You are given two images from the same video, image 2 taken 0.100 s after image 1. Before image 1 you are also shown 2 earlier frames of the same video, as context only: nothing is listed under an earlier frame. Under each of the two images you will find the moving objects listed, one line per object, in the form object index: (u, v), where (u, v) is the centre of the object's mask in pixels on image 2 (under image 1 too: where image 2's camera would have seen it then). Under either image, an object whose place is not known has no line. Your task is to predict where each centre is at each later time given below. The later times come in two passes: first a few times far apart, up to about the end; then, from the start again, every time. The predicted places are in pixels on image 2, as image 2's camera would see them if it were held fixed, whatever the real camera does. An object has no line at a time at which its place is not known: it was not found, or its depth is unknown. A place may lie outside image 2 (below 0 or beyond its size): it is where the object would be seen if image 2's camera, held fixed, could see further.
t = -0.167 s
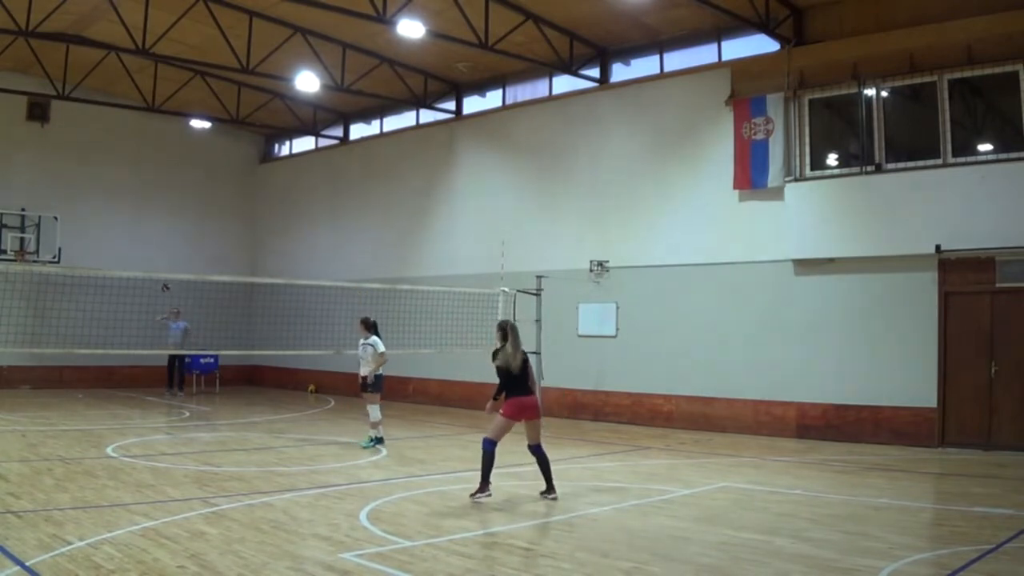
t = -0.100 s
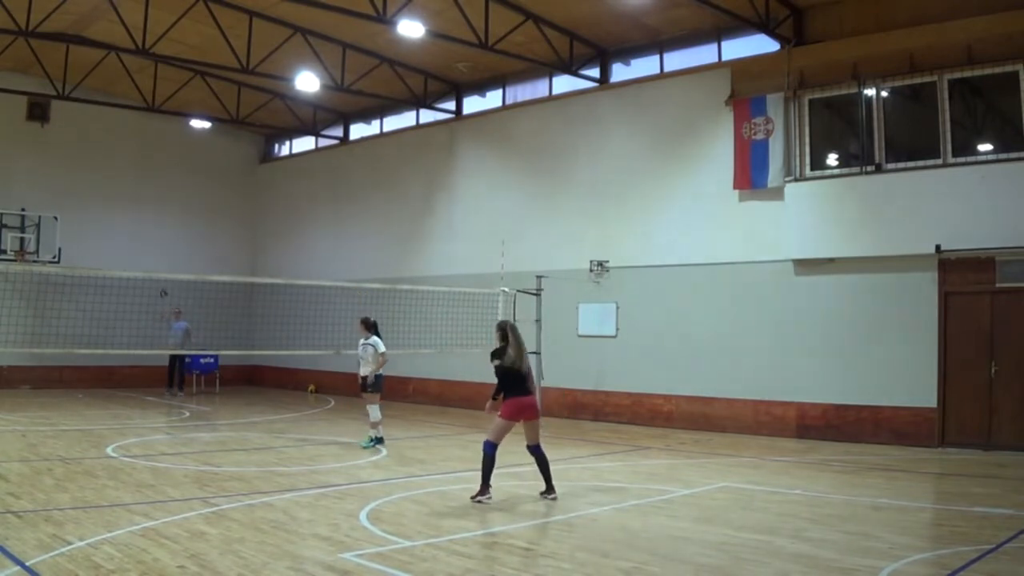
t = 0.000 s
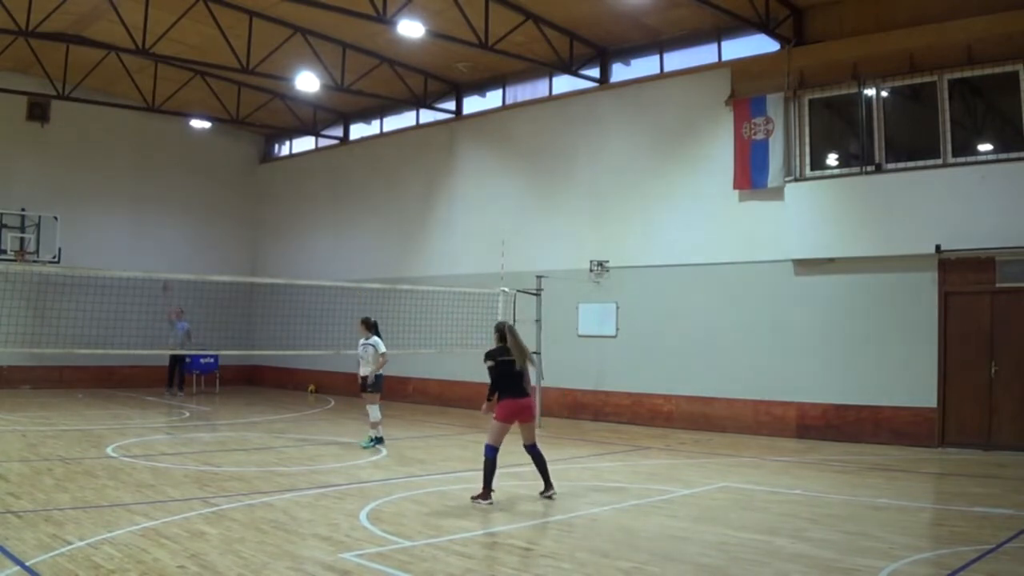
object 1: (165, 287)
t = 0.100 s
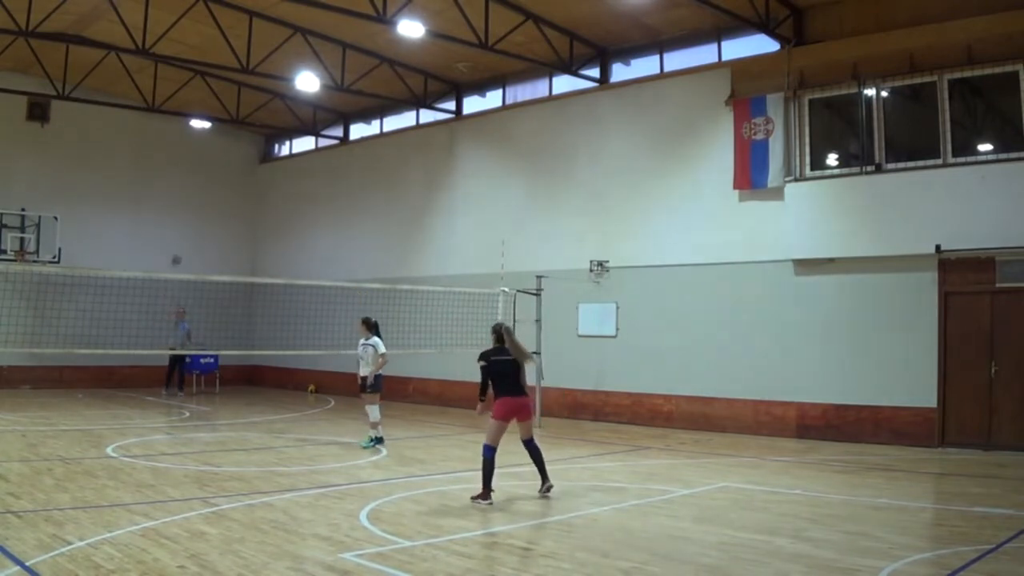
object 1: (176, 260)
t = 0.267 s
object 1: (195, 223)
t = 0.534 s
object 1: (235, 186)
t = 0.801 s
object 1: (277, 185)
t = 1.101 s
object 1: (335, 257)
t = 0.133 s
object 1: (179, 251)
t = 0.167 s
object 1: (184, 243)
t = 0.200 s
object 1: (187, 236)
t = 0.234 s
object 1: (191, 229)
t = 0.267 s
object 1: (195, 223)
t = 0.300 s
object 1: (199, 217)
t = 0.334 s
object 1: (204, 211)
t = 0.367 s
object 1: (211, 206)
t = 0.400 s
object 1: (215, 201)
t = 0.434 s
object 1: (220, 197)
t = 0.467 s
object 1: (224, 192)
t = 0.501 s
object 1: (229, 189)
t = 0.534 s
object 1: (235, 186)
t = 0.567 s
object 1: (240, 183)
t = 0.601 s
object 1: (245, 182)
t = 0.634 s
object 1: (250, 181)
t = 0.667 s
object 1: (255, 180)
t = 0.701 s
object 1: (260, 180)
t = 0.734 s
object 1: (266, 181)
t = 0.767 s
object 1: (271, 183)
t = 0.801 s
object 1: (277, 185)
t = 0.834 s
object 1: (283, 189)
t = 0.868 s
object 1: (289, 194)
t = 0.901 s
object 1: (295, 199)
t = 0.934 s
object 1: (300, 206)
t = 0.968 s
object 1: (307, 214)
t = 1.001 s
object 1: (314, 223)
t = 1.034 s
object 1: (320, 233)
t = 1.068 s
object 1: (327, 244)
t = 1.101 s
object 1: (335, 257)
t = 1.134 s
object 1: (341, 270)
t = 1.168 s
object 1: (349, 287)
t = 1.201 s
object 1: (357, 304)
